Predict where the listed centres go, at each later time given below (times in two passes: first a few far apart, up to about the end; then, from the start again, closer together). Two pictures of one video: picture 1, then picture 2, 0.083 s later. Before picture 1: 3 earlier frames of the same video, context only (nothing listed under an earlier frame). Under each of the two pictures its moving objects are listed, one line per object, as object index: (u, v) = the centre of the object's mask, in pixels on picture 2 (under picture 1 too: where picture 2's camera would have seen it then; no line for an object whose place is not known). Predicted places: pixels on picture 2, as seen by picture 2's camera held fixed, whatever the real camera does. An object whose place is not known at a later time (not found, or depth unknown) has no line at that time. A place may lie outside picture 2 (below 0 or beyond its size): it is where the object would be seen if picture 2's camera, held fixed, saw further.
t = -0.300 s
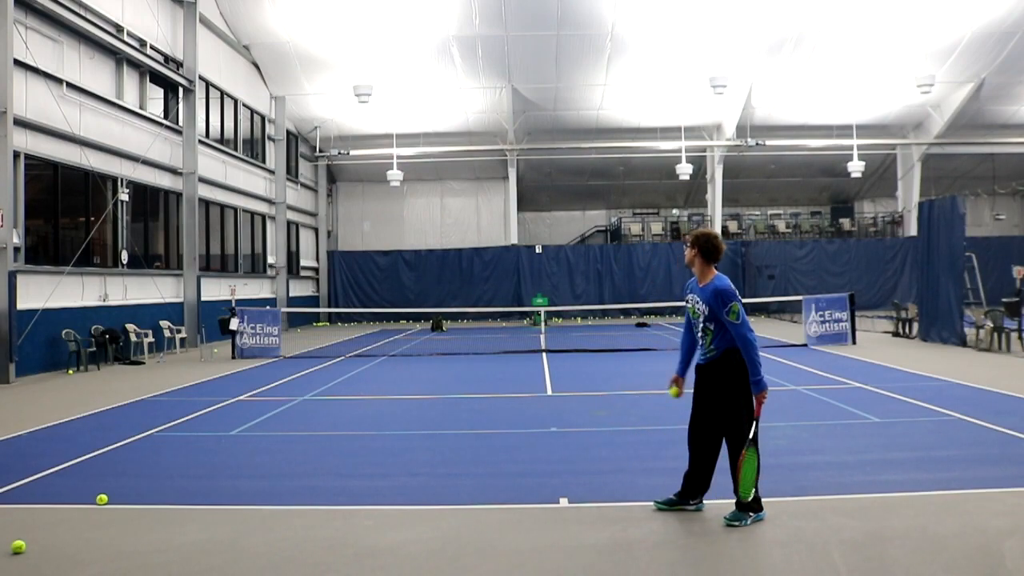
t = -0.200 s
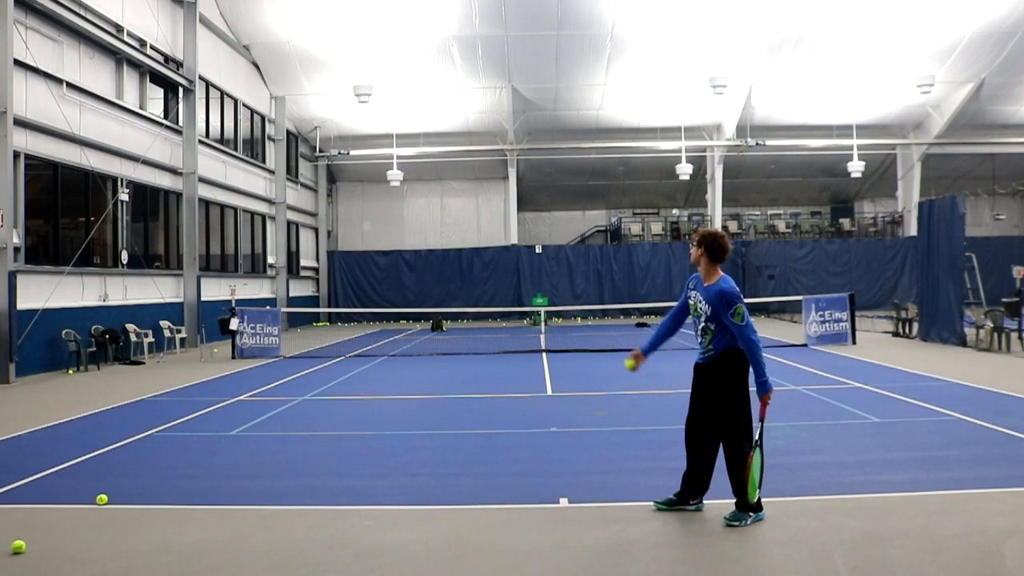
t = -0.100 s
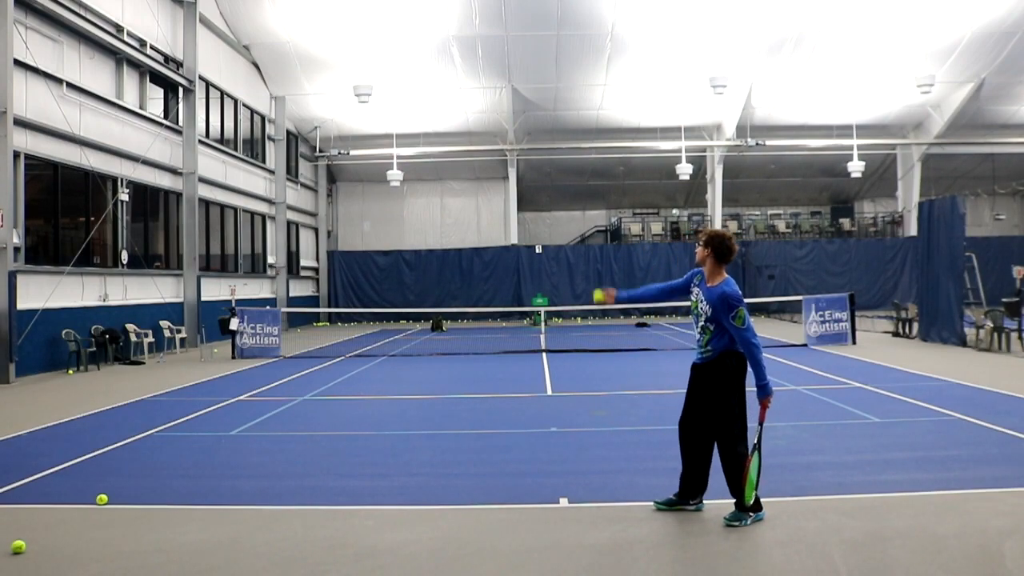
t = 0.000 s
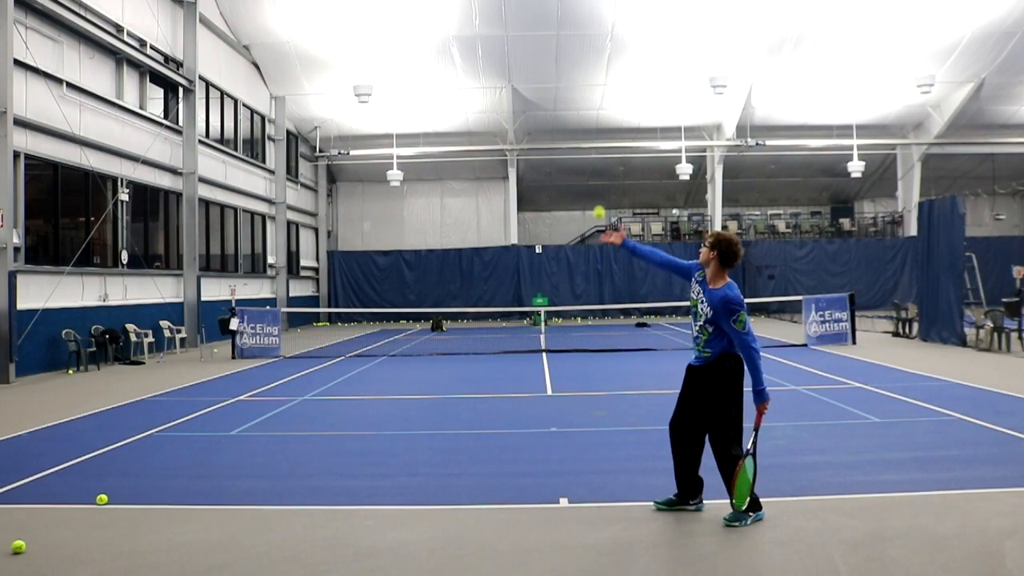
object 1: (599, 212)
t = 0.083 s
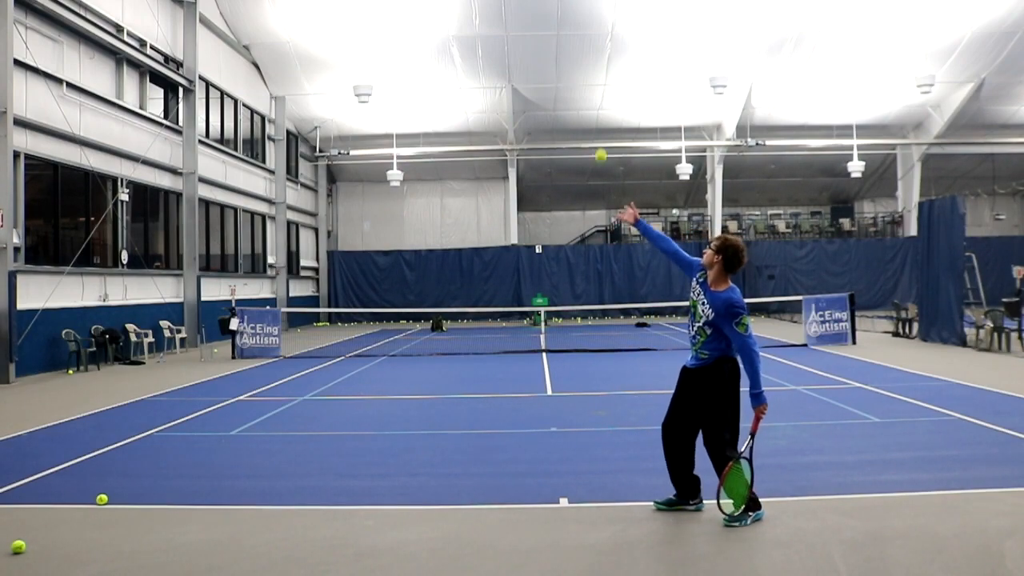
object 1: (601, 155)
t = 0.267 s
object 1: (605, 68)
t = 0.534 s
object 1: (615, 29)
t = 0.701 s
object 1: (622, 56)
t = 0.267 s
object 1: (605, 68)
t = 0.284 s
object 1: (606, 62)
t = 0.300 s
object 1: (607, 57)
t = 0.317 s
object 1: (607, 52)
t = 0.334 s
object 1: (608, 48)
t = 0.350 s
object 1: (608, 44)
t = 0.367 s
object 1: (609, 41)
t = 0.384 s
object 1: (609, 38)
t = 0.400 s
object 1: (610, 35)
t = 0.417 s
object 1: (610, 33)
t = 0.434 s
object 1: (611, 31)
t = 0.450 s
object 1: (612, 30)
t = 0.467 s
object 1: (612, 29)
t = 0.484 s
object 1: (613, 28)
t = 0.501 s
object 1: (613, 28)
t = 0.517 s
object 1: (614, 28)
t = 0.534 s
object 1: (615, 29)
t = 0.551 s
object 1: (616, 30)
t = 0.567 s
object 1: (616, 31)
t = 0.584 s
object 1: (617, 32)
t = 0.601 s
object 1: (618, 35)
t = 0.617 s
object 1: (619, 37)
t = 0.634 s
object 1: (619, 40)
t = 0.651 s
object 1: (620, 44)
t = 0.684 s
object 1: (622, 51)
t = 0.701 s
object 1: (622, 56)
